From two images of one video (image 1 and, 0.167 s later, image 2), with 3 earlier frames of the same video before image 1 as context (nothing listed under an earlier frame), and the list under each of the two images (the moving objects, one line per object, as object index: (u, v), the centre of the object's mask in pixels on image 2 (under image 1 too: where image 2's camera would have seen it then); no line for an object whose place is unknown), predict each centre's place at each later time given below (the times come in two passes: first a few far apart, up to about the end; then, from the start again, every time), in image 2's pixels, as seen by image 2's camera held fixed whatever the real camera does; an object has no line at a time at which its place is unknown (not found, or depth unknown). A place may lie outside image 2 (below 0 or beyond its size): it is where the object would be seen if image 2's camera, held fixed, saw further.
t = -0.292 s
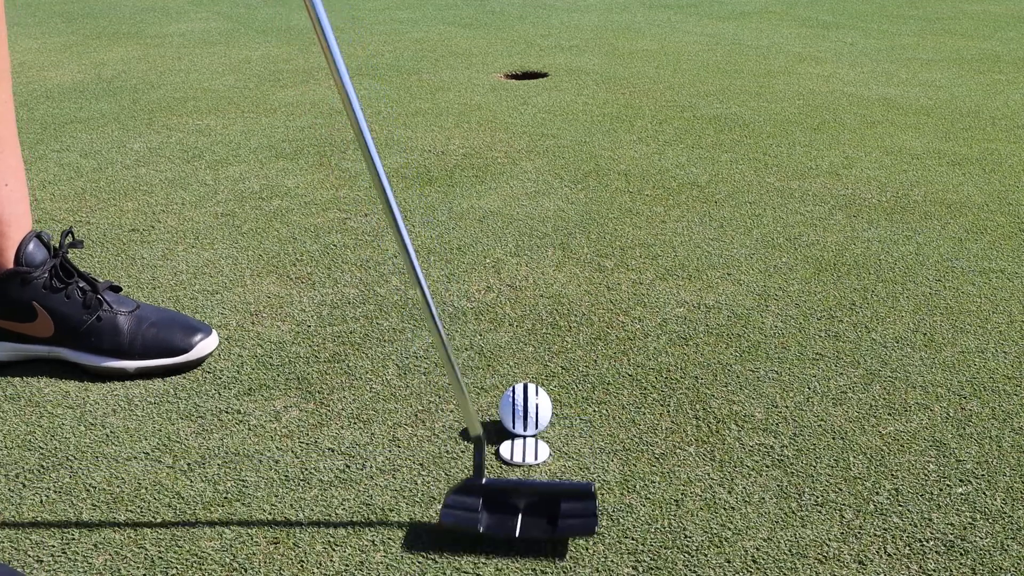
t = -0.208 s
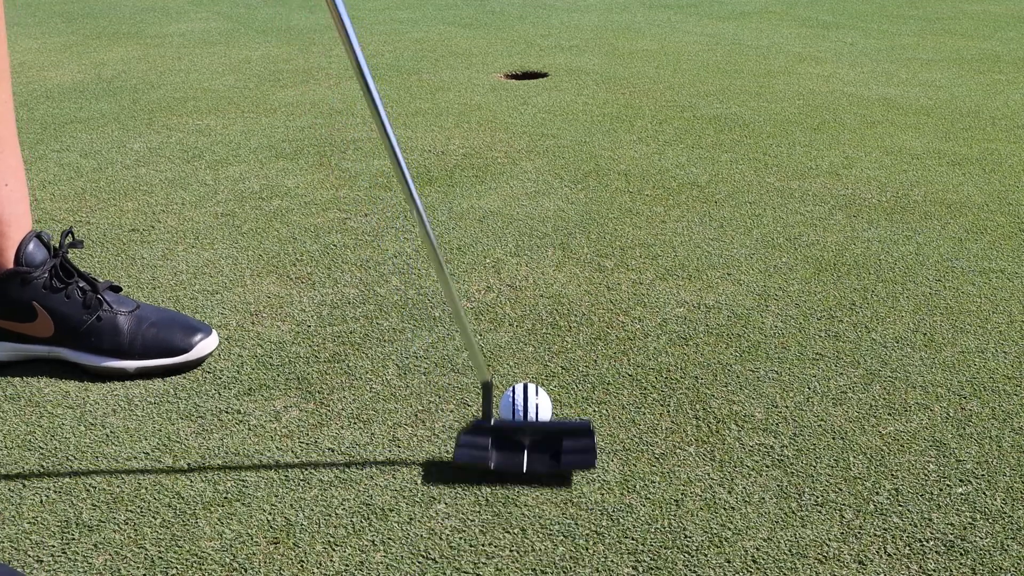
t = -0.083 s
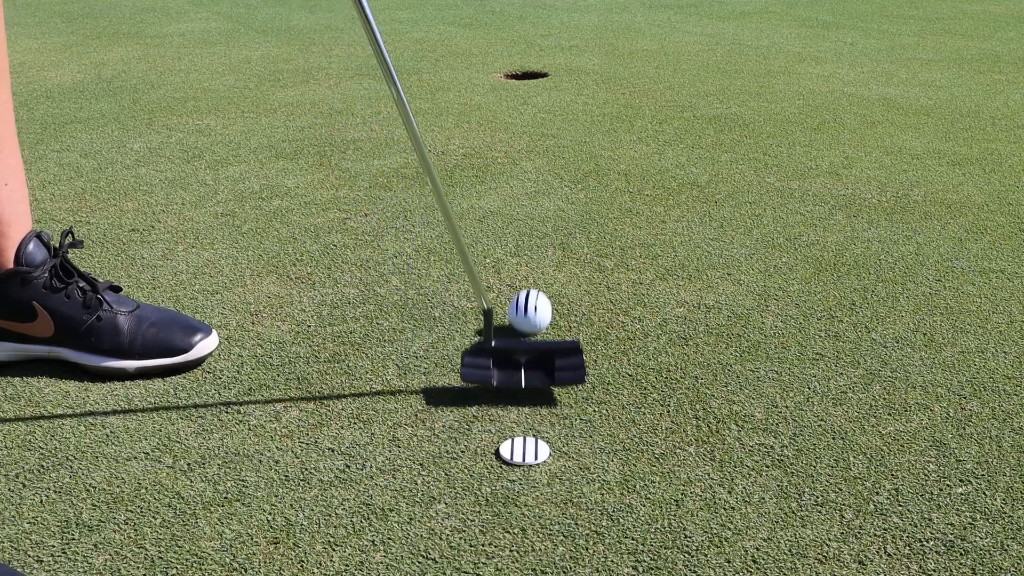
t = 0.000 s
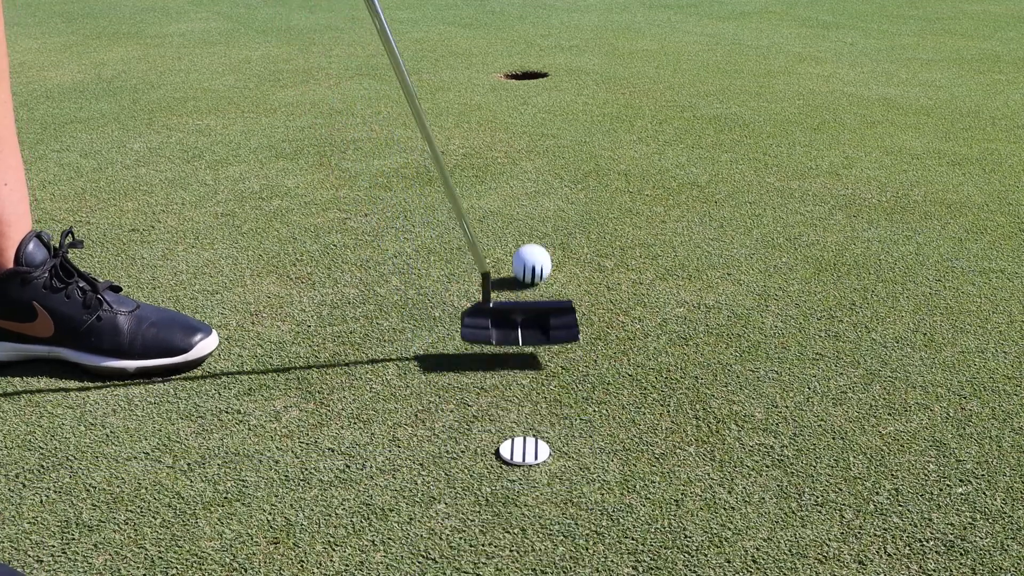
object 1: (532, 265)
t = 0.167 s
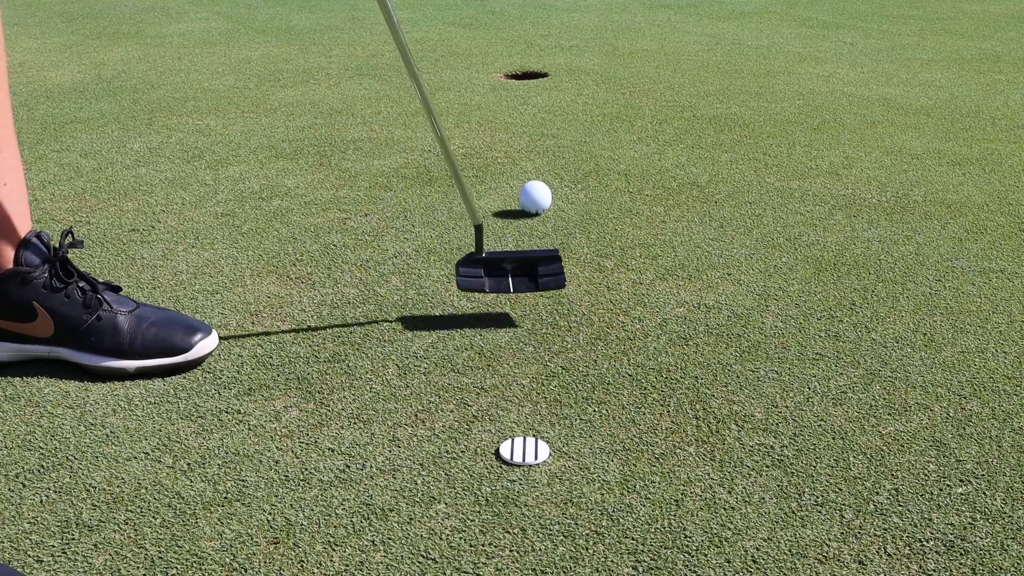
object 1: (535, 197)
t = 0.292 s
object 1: (535, 166)
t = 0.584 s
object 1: (532, 115)
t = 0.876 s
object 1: (524, 82)
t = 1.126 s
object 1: (515, 74)
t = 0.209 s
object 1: (535, 186)
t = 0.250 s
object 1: (535, 175)
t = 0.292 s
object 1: (535, 166)
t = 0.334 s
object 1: (535, 157)
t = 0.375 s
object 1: (535, 149)
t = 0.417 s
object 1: (535, 141)
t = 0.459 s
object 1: (535, 134)
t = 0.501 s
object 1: (534, 128)
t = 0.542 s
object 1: (533, 122)
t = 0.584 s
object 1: (532, 115)
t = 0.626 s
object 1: (532, 111)
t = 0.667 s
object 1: (530, 103)
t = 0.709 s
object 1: (529, 98)
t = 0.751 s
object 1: (529, 95)
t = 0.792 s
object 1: (528, 90)
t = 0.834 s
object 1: (526, 86)
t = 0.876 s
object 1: (524, 82)
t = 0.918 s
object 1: (522, 78)
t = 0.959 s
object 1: (521, 76)
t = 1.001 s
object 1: (519, 72)
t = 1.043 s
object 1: (518, 70)
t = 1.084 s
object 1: (516, 70)
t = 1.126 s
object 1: (515, 74)
